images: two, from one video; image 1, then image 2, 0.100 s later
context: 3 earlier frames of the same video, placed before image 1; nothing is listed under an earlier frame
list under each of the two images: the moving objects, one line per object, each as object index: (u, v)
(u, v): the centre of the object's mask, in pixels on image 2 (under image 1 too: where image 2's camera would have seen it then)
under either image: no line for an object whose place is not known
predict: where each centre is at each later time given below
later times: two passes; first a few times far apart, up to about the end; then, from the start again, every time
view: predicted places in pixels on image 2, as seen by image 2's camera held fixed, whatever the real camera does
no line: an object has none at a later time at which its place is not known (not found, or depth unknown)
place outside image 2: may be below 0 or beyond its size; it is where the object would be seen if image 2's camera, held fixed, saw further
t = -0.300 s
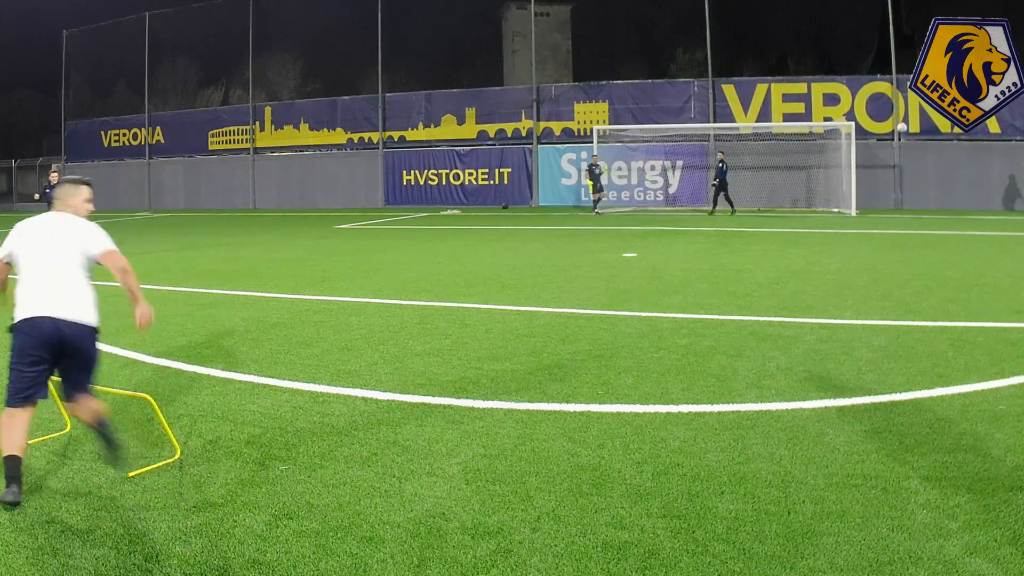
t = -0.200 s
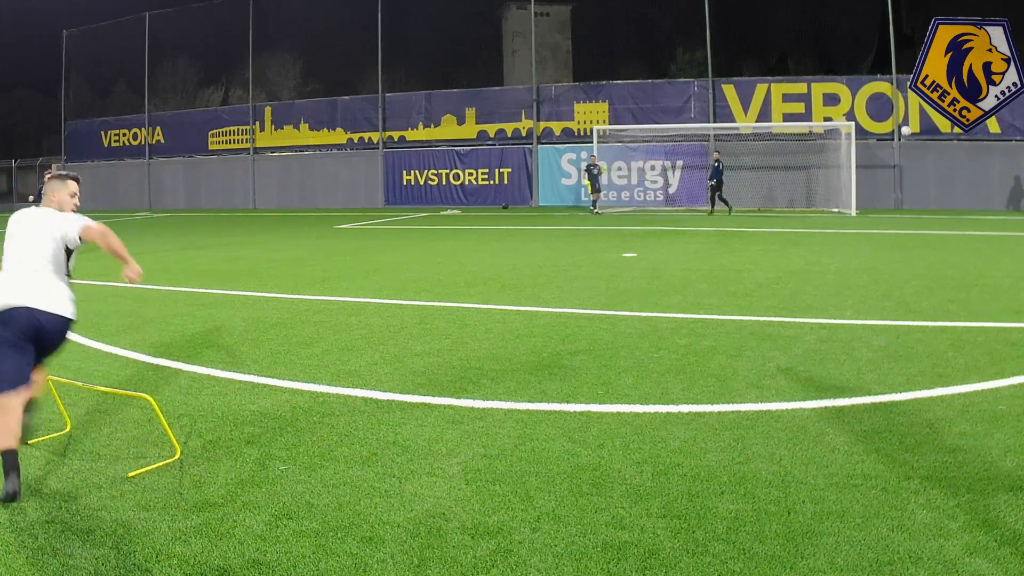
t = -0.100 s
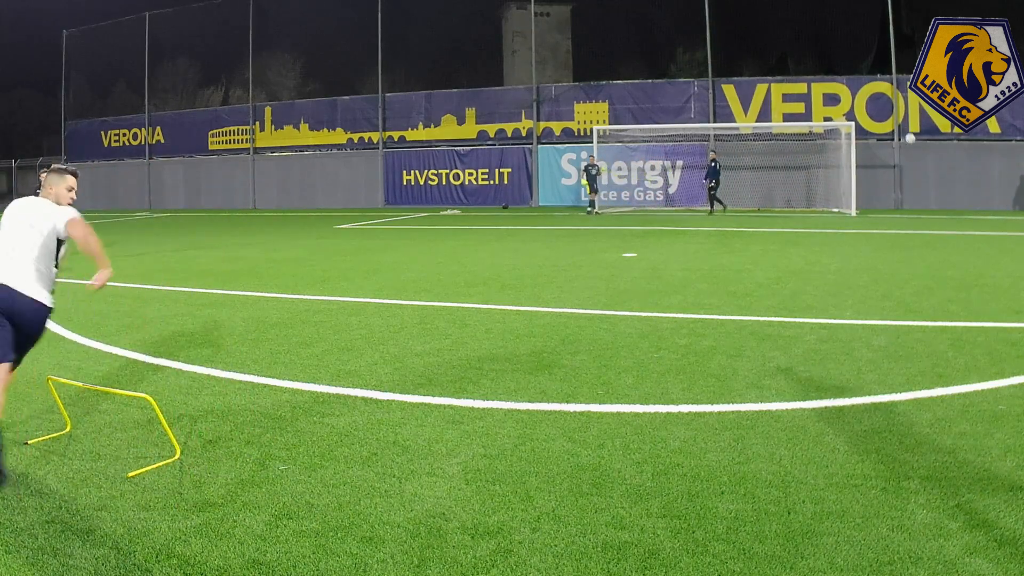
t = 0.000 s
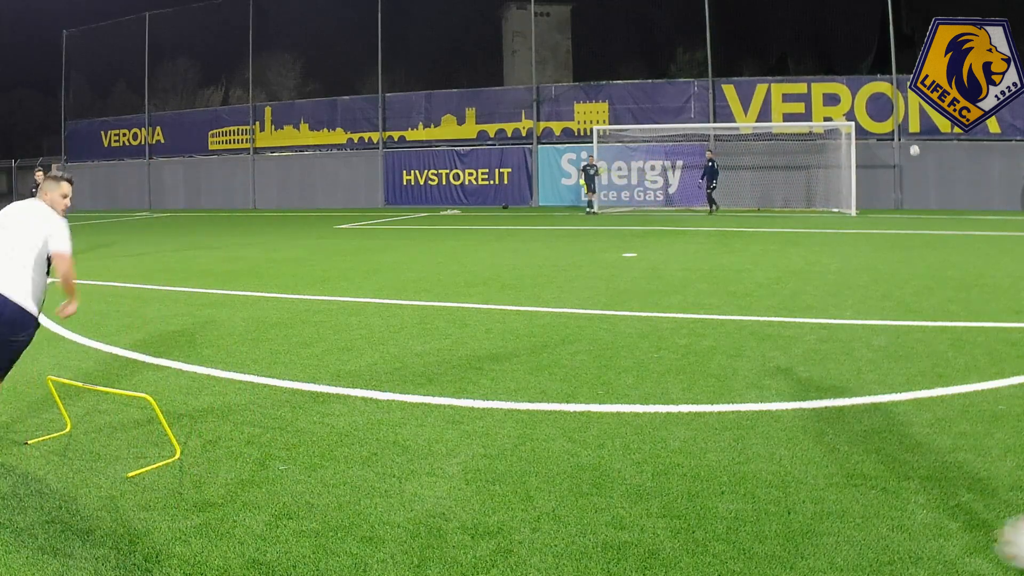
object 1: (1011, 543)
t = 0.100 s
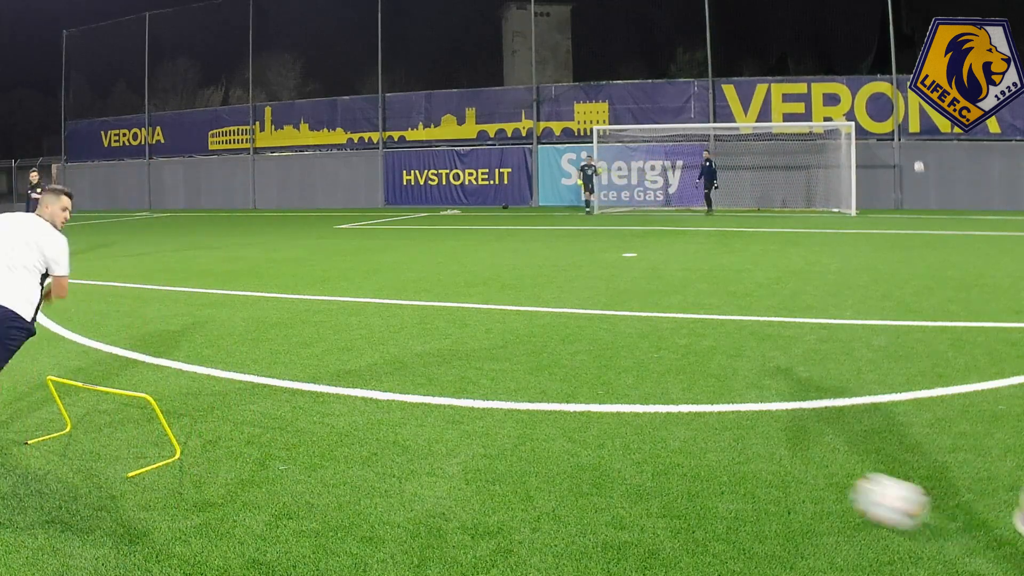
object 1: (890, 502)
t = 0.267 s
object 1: (708, 440)
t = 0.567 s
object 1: (525, 375)
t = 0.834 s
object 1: (443, 344)
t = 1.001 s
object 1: (409, 331)
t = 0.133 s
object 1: (848, 487)
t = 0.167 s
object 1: (808, 474)
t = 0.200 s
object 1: (771, 462)
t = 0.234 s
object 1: (738, 450)
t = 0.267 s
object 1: (708, 440)
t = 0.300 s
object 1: (681, 431)
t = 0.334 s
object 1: (656, 423)
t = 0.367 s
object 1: (633, 414)
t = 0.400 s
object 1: (610, 405)
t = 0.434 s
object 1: (590, 397)
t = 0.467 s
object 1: (573, 392)
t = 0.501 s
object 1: (555, 386)
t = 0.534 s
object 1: (540, 380)
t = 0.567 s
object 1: (525, 375)
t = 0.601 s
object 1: (512, 370)
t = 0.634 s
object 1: (501, 366)
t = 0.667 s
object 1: (489, 361)
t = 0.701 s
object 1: (479, 357)
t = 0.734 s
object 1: (469, 353)
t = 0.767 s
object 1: (459, 350)
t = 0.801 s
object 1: (450, 347)
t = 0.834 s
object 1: (443, 344)
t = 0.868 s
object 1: (435, 341)
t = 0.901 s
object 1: (428, 337)
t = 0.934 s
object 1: (422, 334)
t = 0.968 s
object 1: (415, 333)
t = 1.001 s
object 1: (409, 331)
